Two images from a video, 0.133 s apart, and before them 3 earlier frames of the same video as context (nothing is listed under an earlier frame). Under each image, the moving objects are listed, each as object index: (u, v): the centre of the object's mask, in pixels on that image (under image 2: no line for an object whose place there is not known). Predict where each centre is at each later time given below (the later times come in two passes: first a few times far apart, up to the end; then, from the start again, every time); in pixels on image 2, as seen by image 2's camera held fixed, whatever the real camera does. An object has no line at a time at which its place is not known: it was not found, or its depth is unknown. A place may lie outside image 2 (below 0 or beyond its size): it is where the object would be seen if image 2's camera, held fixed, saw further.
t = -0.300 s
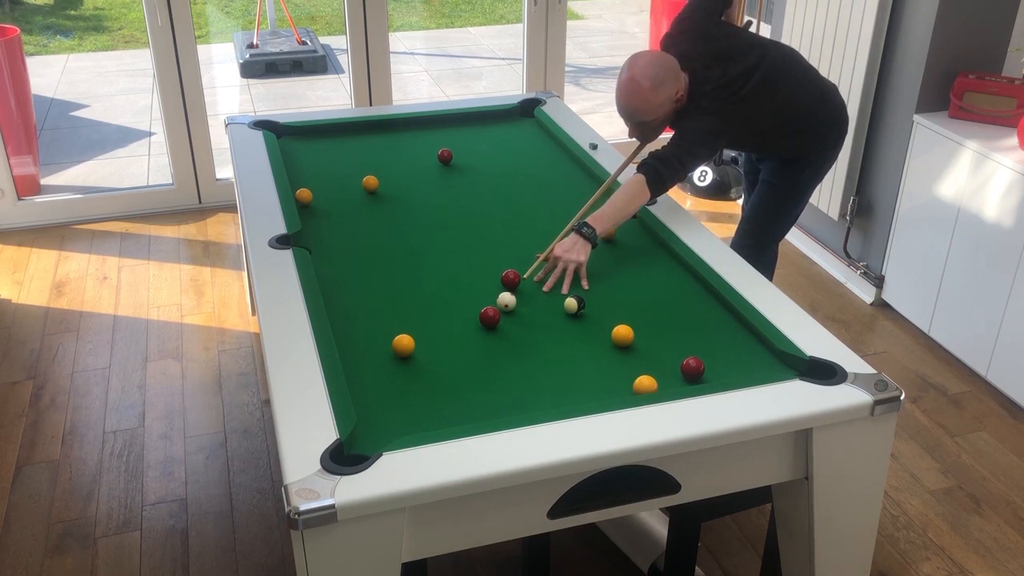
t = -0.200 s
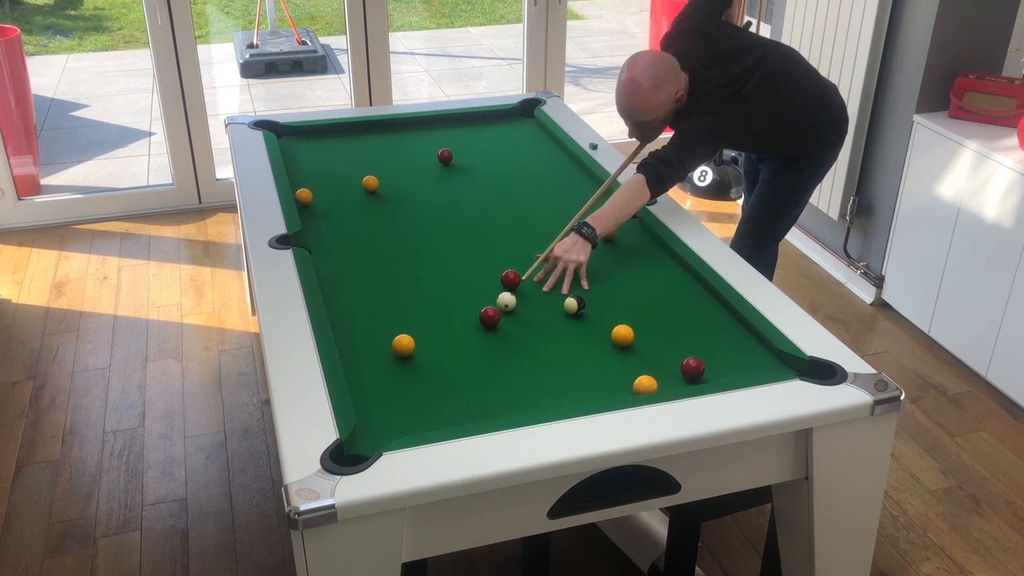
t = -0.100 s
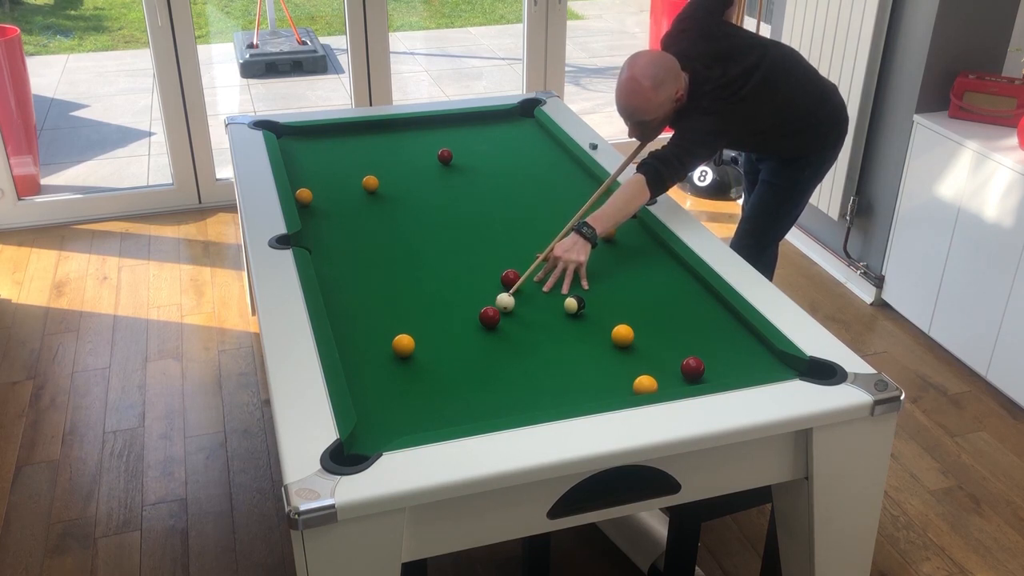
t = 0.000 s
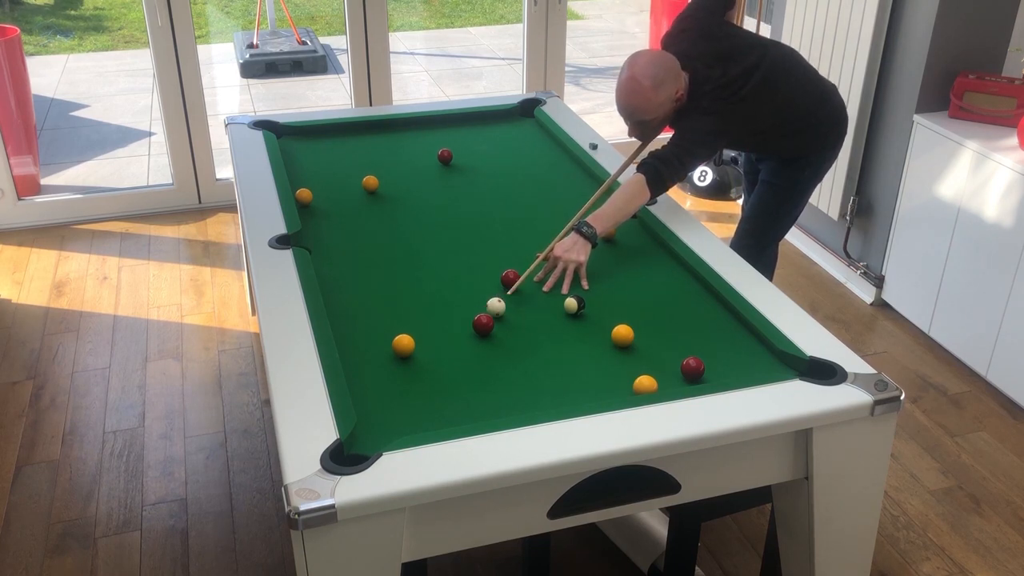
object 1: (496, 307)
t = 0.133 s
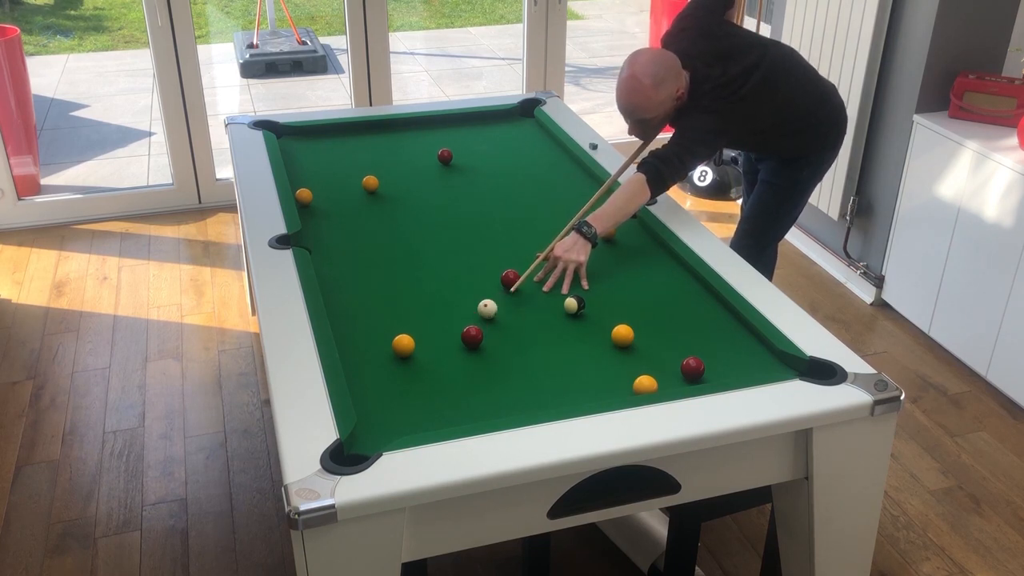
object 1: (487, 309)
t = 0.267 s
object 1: (479, 310)
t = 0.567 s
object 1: (463, 313)
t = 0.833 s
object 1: (452, 316)
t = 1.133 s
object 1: (441, 318)
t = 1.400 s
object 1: (434, 320)
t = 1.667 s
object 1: (430, 322)
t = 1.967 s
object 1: (427, 322)
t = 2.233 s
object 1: (426, 322)
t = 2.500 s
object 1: (427, 322)
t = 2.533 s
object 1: (427, 322)
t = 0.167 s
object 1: (485, 309)
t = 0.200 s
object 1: (483, 309)
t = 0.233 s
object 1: (481, 310)
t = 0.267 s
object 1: (479, 310)
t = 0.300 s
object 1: (477, 311)
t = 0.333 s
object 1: (475, 311)
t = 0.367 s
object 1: (474, 312)
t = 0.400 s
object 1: (472, 312)
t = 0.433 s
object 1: (470, 312)
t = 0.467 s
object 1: (468, 312)
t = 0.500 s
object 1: (467, 313)
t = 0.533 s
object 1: (465, 313)
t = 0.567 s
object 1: (463, 313)
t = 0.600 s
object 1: (462, 314)
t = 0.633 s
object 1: (460, 314)
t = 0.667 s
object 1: (459, 314)
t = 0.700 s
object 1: (457, 315)
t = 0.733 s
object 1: (456, 315)
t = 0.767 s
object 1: (454, 315)
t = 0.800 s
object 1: (453, 316)
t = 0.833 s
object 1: (452, 316)
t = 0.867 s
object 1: (450, 316)
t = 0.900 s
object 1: (449, 316)
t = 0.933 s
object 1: (448, 317)
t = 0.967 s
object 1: (446, 317)
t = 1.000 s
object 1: (445, 317)
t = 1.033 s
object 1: (444, 318)
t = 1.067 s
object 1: (443, 318)
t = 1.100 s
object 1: (442, 318)
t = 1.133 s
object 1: (441, 318)
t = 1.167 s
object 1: (440, 318)
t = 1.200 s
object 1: (439, 319)
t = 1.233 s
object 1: (438, 319)
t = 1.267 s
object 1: (437, 319)
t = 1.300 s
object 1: (436, 319)
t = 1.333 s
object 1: (436, 320)
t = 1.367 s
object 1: (435, 320)
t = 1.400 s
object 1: (434, 320)
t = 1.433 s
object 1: (434, 320)
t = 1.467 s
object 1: (433, 320)
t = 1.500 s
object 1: (433, 321)
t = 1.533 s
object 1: (432, 321)
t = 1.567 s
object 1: (431, 321)
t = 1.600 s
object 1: (431, 321)
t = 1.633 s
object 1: (431, 321)
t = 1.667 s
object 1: (430, 322)
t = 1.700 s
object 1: (429, 322)
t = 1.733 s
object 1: (429, 322)
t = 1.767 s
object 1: (429, 322)
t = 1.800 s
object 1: (429, 322)
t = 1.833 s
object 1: (428, 322)
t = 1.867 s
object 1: (428, 322)
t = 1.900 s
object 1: (428, 322)
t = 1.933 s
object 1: (427, 322)
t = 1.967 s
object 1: (427, 322)
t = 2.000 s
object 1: (427, 322)
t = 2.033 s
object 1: (427, 322)
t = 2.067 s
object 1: (427, 322)
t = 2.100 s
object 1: (426, 322)
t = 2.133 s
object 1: (426, 322)
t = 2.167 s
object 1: (426, 322)
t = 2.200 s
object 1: (426, 322)
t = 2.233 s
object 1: (426, 322)
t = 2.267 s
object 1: (427, 322)
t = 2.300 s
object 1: (426, 322)
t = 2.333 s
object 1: (427, 322)
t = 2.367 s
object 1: (427, 322)
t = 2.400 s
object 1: (427, 322)
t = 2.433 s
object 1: (427, 322)
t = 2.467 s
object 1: (427, 322)
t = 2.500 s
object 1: (427, 322)
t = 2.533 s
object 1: (427, 322)
